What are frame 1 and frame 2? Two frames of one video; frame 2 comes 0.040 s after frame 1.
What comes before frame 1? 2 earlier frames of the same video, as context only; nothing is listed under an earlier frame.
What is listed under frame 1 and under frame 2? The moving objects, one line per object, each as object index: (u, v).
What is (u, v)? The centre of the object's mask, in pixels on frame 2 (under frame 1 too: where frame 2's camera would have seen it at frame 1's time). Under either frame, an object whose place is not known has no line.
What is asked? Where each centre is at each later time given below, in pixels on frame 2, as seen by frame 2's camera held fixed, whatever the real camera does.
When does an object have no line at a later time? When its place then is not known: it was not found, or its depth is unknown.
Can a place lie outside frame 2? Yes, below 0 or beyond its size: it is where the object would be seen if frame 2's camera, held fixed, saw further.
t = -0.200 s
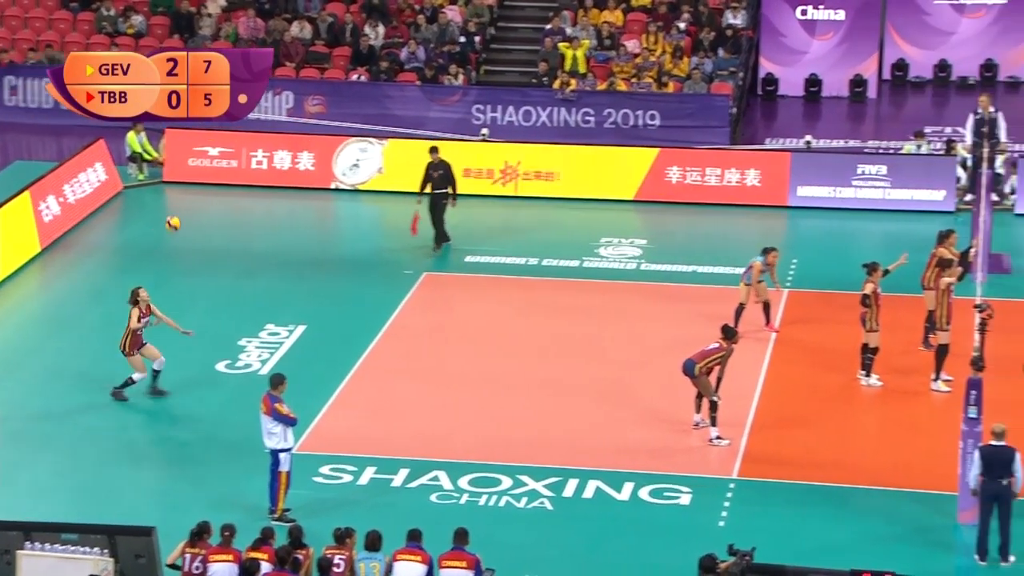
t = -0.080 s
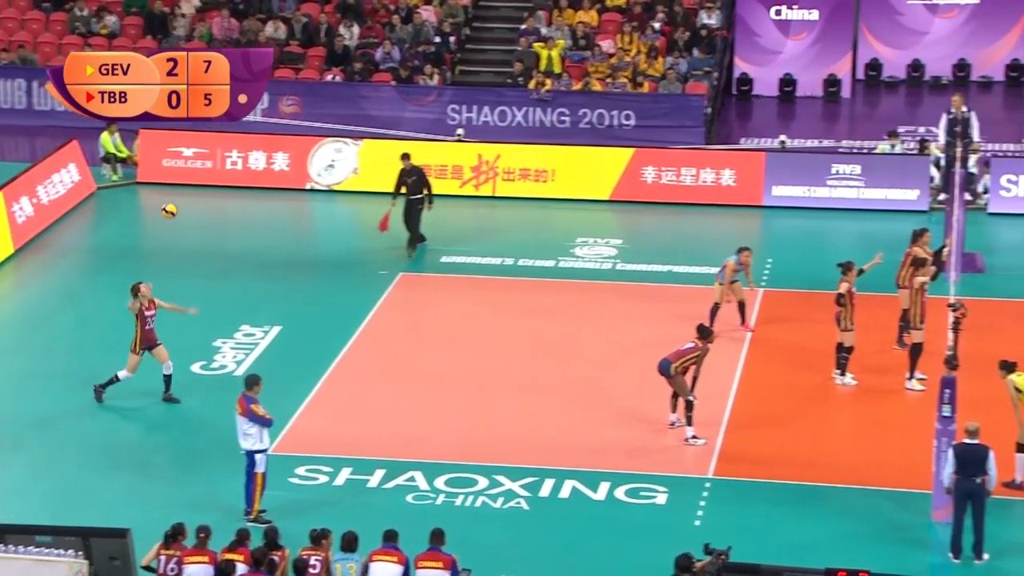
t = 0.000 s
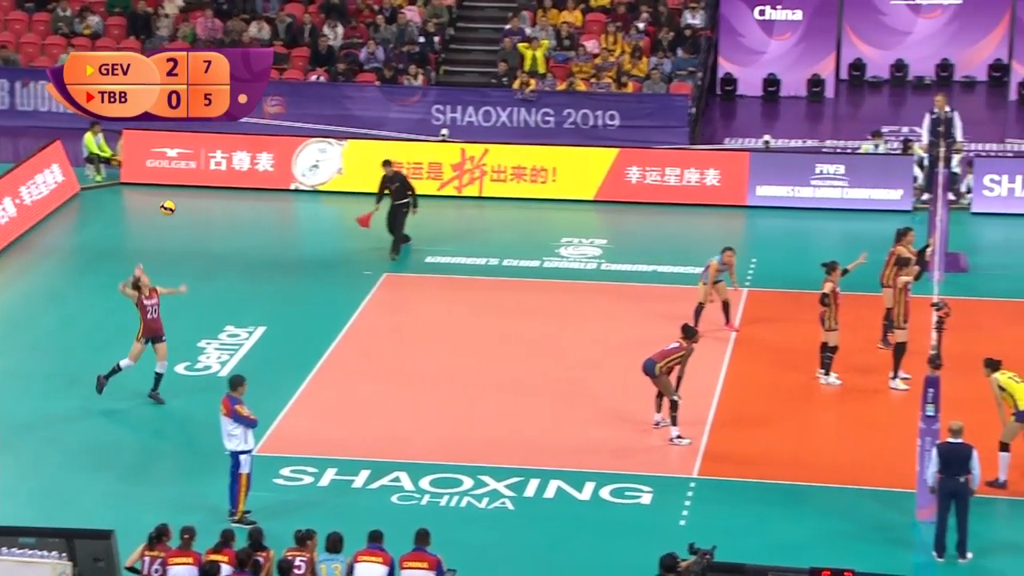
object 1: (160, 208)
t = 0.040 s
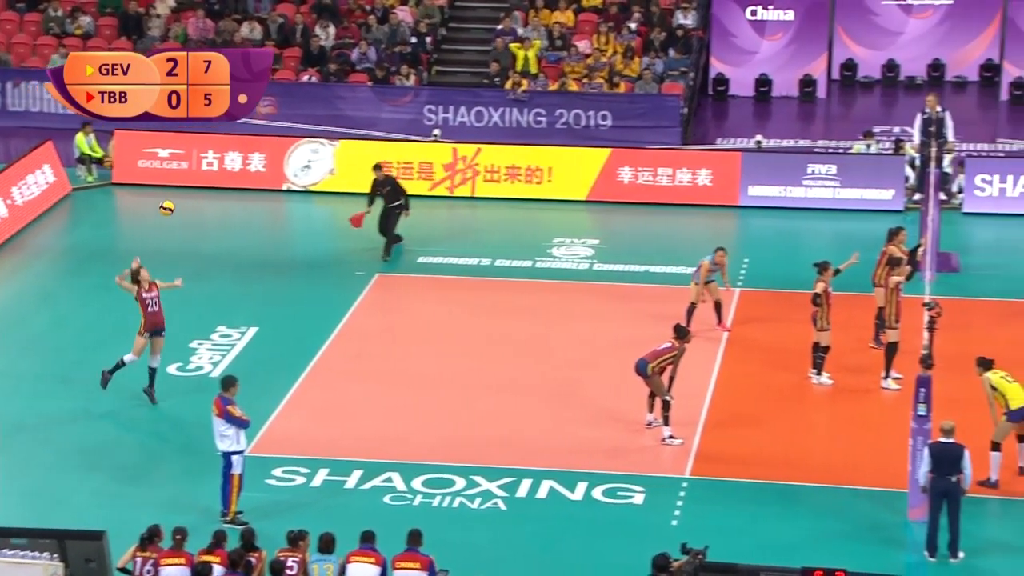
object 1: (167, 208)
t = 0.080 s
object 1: (174, 208)
